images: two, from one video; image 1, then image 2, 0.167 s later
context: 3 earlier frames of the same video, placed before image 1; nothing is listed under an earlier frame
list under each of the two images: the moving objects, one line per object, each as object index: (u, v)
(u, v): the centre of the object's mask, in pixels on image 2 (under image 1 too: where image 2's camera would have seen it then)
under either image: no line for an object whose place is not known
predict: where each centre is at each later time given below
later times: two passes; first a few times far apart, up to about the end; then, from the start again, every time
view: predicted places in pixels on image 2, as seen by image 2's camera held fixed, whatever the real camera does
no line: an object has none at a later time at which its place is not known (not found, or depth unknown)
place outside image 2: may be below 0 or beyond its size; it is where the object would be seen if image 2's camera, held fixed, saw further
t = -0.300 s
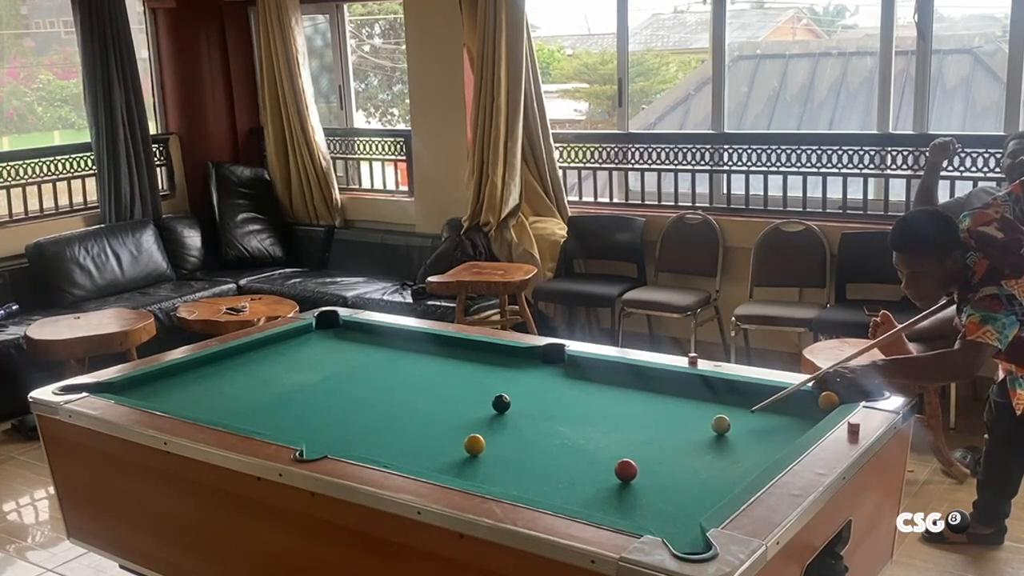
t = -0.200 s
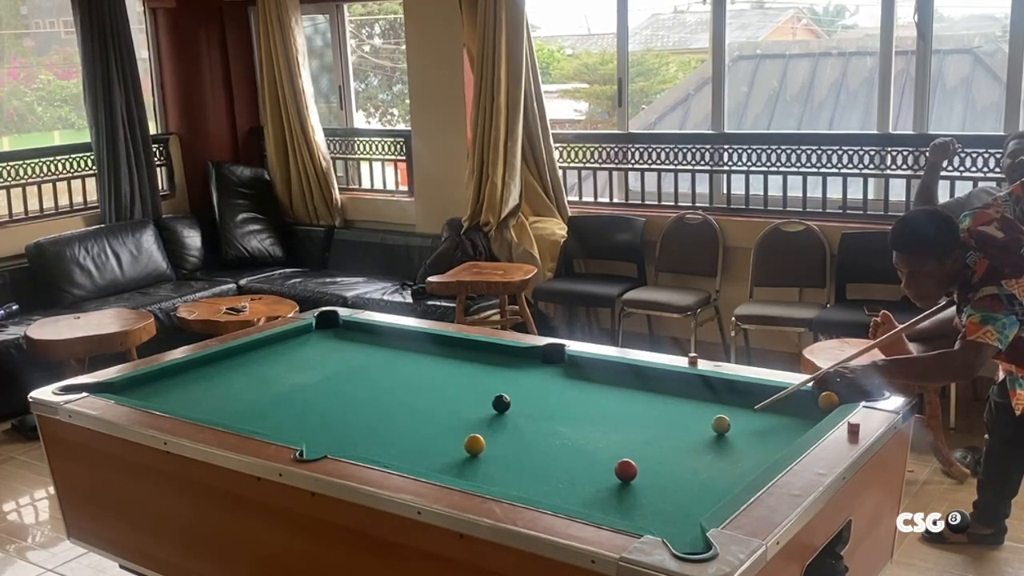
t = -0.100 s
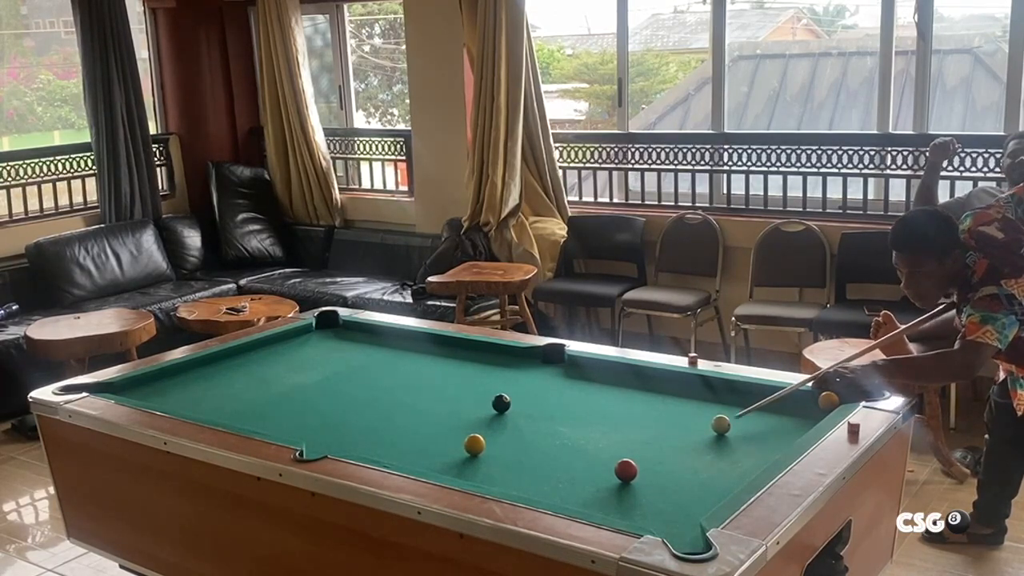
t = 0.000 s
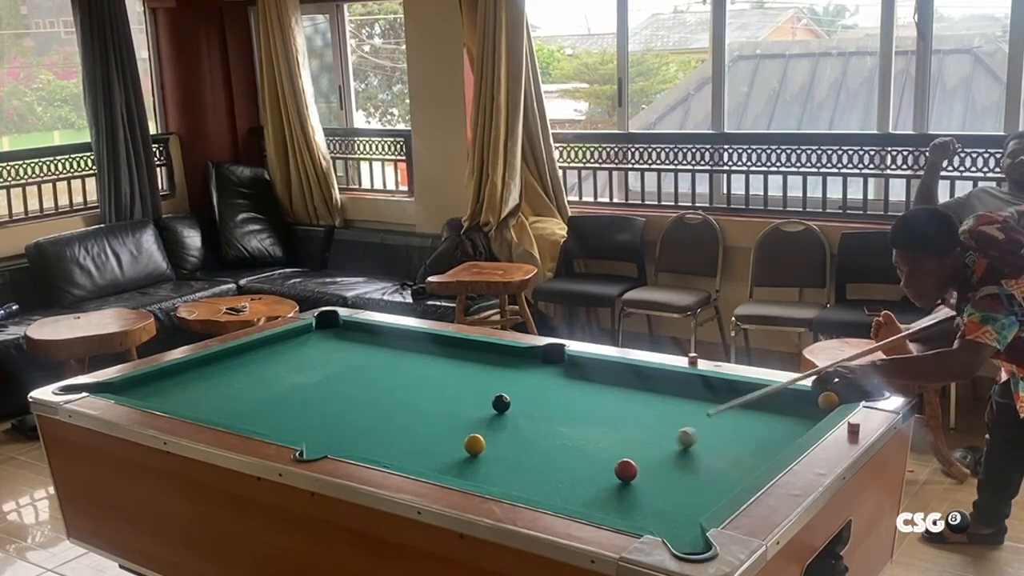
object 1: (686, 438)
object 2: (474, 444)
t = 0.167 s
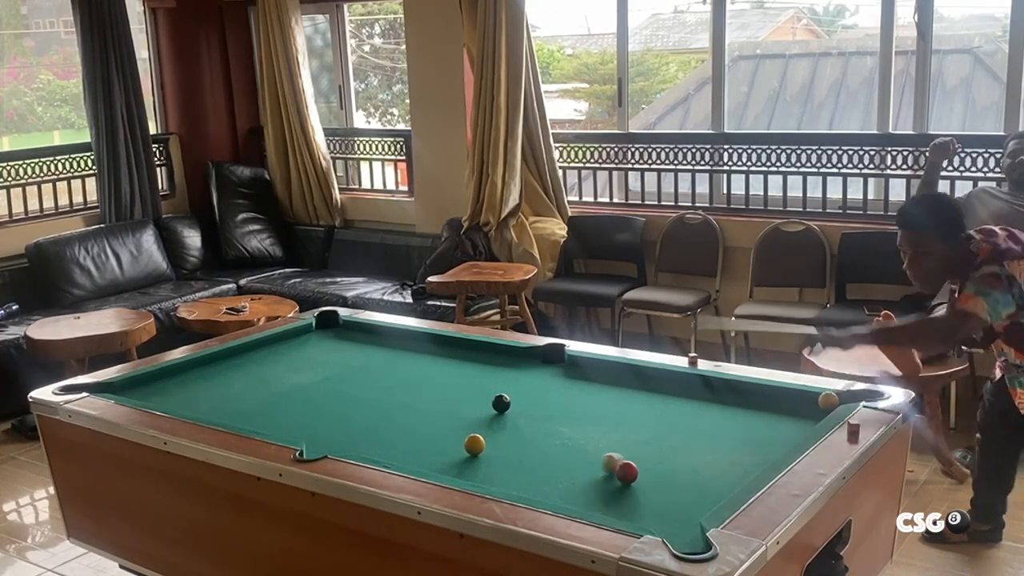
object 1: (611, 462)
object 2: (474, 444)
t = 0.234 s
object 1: (578, 467)
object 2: (474, 444)
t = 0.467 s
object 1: (465, 477)
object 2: (474, 444)
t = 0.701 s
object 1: (456, 451)
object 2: (475, 444)
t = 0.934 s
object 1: (431, 429)
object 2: (487, 441)
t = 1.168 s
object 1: (409, 410)
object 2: (496, 438)
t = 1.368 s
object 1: (393, 397)
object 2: (503, 436)
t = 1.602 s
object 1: (376, 383)
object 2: (508, 435)
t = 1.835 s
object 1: (361, 371)
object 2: (510, 434)
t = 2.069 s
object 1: (348, 360)
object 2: (510, 434)
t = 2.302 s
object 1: (337, 350)
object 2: (510, 434)
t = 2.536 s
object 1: (328, 342)
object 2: (510, 434)
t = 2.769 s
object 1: (320, 335)
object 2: (510, 434)
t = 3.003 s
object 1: (314, 328)
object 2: (510, 434)
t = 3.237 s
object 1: (332, 328)
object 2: (510, 434)
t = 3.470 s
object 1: (349, 327)
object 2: (510, 434)
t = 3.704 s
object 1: (354, 329)
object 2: (510, 434)
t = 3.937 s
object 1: (356, 331)
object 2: (510, 434)
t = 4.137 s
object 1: (357, 332)
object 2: (510, 434)
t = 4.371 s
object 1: (359, 334)
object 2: (510, 434)
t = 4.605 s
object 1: (360, 335)
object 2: (510, 434)
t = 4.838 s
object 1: (361, 336)
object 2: (510, 434)
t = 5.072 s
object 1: (362, 336)
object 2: (510, 434)
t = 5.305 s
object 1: (362, 336)
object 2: (510, 434)
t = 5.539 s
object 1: (362, 336)
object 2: (510, 434)
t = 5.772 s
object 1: (362, 336)
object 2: (510, 434)
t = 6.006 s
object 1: (362, 336)
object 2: (510, 434)
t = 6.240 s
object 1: (362, 336)
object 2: (510, 434)
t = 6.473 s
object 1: (362, 336)
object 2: (510, 434)
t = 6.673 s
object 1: (361, 336)
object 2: (510, 434)
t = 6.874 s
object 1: (361, 336)
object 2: (510, 434)
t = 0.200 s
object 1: (595, 465)
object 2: (474, 444)
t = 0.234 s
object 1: (578, 467)
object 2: (474, 444)
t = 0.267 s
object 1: (562, 470)
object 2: (474, 444)
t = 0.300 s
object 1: (546, 471)
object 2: (474, 444)
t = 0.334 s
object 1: (528, 474)
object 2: (474, 444)
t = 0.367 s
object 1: (511, 476)
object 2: (474, 444)
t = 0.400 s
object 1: (495, 477)
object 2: (474, 444)
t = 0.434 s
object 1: (478, 477)
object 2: (474, 444)
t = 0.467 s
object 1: (465, 477)
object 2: (474, 444)
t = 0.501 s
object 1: (464, 474)
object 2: (474, 444)
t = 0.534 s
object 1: (463, 471)
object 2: (474, 444)
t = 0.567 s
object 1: (462, 468)
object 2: (474, 444)
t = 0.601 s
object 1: (460, 464)
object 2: (474, 444)
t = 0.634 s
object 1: (459, 459)
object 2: (475, 444)
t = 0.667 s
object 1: (457, 455)
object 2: (474, 444)
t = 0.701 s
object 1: (456, 451)
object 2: (475, 444)
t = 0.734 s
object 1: (452, 447)
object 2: (476, 444)
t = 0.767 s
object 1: (448, 444)
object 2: (478, 443)
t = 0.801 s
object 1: (445, 441)
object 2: (480, 443)
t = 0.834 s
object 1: (441, 438)
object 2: (482, 442)
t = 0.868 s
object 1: (438, 434)
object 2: (483, 442)
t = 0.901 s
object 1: (434, 432)
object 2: (485, 441)
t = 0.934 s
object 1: (431, 429)
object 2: (487, 441)
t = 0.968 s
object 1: (428, 426)
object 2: (488, 440)
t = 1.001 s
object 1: (425, 423)
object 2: (490, 440)
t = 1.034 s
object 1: (422, 420)
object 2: (491, 440)
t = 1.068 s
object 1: (418, 418)
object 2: (493, 439)
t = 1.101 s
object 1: (415, 415)
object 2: (494, 439)
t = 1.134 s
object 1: (412, 413)
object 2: (495, 438)
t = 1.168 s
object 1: (409, 410)
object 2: (496, 438)
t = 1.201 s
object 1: (406, 408)
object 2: (498, 438)
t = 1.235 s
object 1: (404, 406)
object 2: (499, 437)
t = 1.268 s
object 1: (401, 403)
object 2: (500, 437)
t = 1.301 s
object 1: (398, 401)
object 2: (501, 437)
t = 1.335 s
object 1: (395, 399)
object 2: (502, 436)
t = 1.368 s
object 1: (393, 397)
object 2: (503, 436)
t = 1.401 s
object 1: (391, 395)
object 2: (503, 436)
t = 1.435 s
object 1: (388, 392)
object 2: (504, 436)
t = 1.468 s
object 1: (386, 390)
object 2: (505, 435)
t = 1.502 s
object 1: (383, 388)
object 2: (506, 435)
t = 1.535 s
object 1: (380, 387)
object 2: (506, 435)
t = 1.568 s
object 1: (378, 384)
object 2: (507, 435)
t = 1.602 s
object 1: (376, 383)
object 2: (508, 435)
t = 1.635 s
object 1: (373, 381)
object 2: (508, 434)
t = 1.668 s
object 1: (372, 379)
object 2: (509, 434)
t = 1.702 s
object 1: (369, 377)
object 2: (509, 434)
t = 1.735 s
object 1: (367, 375)
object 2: (509, 434)
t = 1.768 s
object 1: (365, 374)
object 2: (509, 434)
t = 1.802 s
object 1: (363, 372)
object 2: (510, 434)
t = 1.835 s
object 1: (361, 371)
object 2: (510, 434)
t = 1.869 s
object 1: (359, 369)
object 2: (510, 434)
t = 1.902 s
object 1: (358, 367)
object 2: (510, 434)
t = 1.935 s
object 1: (355, 366)
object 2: (510, 434)
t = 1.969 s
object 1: (354, 364)
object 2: (510, 434)
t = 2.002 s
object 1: (352, 363)
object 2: (510, 434)
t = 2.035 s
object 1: (350, 361)
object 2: (510, 434)
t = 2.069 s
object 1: (348, 360)
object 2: (510, 434)
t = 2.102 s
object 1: (347, 359)
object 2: (510, 434)
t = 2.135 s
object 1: (345, 357)
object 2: (510, 434)
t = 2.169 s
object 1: (343, 355)
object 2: (510, 434)
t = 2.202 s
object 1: (342, 354)
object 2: (510, 434)
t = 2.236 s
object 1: (340, 353)
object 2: (510, 434)
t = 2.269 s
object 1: (338, 352)
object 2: (510, 434)
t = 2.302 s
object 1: (337, 350)
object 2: (510, 434)
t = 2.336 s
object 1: (336, 349)
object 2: (510, 434)
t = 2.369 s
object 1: (334, 348)
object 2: (510, 434)
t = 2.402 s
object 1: (333, 346)
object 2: (510, 434)
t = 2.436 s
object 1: (331, 345)
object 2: (510, 434)
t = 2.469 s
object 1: (330, 344)
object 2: (510, 434)
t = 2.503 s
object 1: (329, 343)
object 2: (510, 434)
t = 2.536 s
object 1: (328, 342)
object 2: (510, 434)
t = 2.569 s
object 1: (327, 341)
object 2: (510, 434)
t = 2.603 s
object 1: (325, 340)
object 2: (510, 434)
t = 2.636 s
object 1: (324, 339)
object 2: (510, 434)
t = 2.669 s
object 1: (323, 338)
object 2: (510, 434)
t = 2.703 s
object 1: (321, 337)
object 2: (510, 434)
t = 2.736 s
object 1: (321, 336)
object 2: (510, 434)
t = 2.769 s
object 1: (320, 335)
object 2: (510, 434)
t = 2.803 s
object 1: (319, 334)
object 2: (510, 434)
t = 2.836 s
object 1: (317, 332)
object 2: (510, 434)
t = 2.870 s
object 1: (316, 331)
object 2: (510, 434)
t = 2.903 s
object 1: (315, 331)
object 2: (510, 434)
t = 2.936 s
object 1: (315, 330)
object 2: (510, 434)
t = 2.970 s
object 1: (314, 329)
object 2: (510, 434)
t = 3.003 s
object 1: (314, 328)
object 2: (510, 434)
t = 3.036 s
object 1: (317, 328)
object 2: (510, 434)
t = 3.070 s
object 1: (319, 328)
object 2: (510, 434)
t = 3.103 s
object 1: (321, 328)
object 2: (510, 434)
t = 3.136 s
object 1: (324, 328)
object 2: (510, 434)
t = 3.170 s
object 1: (327, 328)
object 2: (510, 434)
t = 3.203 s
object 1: (329, 328)
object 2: (510, 434)
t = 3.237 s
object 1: (332, 328)
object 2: (510, 434)
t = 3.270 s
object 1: (335, 328)
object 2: (510, 434)
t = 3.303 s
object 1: (337, 327)
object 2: (510, 434)
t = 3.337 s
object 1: (339, 327)
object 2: (510, 434)
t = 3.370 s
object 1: (342, 327)
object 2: (510, 434)
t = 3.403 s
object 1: (344, 327)
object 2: (510, 434)
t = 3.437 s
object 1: (347, 327)
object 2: (510, 434)
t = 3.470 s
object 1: (349, 327)
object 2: (510, 434)
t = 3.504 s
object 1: (351, 327)
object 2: (510, 434)
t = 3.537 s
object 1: (352, 328)
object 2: (510, 434)
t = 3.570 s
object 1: (352, 328)
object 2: (510, 434)
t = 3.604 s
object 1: (353, 328)
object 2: (510, 434)
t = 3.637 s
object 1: (353, 329)
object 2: (510, 434)
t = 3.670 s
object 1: (354, 329)
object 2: (510, 434)
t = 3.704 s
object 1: (354, 329)
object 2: (510, 434)
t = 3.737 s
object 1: (354, 329)
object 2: (510, 434)
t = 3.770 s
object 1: (354, 330)
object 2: (510, 434)
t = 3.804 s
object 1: (355, 330)
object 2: (510, 434)
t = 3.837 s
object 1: (355, 330)
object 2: (510, 434)
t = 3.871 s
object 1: (355, 330)
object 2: (510, 434)
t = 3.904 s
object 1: (356, 331)
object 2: (510, 434)
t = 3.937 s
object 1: (356, 331)
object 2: (510, 434)
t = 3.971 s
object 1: (356, 331)
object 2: (510, 434)
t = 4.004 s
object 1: (356, 331)
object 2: (510, 434)
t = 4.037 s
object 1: (357, 332)
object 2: (510, 434)
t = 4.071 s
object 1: (357, 332)
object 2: (510, 434)
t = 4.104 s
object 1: (357, 332)
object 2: (510, 434)
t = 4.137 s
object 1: (357, 332)
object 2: (510, 434)
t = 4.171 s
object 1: (358, 333)
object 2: (510, 434)
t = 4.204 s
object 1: (358, 333)
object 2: (510, 434)
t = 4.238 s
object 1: (358, 333)
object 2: (510, 434)
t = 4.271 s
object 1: (358, 333)
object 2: (510, 434)
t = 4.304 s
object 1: (359, 334)
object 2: (510, 434)
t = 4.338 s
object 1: (359, 334)
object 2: (510, 434)
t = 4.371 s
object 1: (359, 334)
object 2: (510, 434)
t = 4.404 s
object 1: (359, 334)
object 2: (510, 434)
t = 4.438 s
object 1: (360, 334)
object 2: (510, 434)
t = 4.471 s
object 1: (360, 334)
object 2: (510, 434)
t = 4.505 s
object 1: (360, 335)
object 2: (510, 434)
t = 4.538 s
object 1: (360, 335)
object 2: (510, 434)
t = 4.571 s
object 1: (360, 335)
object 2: (510, 434)
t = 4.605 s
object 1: (360, 335)
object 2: (510, 434)
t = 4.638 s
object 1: (361, 335)
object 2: (510, 434)
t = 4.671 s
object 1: (361, 335)
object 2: (510, 434)
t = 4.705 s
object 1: (361, 335)
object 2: (510, 434)
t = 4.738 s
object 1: (361, 336)
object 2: (510, 434)
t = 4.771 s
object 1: (361, 336)
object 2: (510, 434)
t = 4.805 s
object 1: (361, 336)
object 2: (510, 434)
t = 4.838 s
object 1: (361, 336)
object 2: (510, 434)
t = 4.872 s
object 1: (362, 336)
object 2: (510, 434)
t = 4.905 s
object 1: (362, 336)
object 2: (510, 434)
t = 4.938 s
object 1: (362, 336)
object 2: (510, 434)
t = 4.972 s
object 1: (362, 336)
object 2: (510, 434)
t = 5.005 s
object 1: (362, 336)
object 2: (510, 434)
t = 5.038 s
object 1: (362, 336)
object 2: (510, 434)
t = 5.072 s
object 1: (362, 336)
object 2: (510, 434)
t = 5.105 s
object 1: (362, 336)
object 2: (510, 434)
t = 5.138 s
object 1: (362, 336)
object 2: (510, 434)
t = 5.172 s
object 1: (362, 336)
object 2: (510, 434)
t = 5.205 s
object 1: (362, 336)
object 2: (510, 434)
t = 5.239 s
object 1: (362, 336)
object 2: (510, 434)
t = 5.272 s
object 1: (362, 336)
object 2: (510, 434)
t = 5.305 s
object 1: (362, 336)
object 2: (510, 434)
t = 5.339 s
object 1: (362, 336)
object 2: (510, 434)
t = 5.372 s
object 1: (362, 336)
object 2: (510, 434)
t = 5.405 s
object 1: (362, 336)
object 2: (510, 434)
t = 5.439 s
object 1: (362, 336)
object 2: (510, 434)
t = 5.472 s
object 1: (362, 336)
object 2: (510, 434)
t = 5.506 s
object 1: (362, 336)
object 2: (510, 434)
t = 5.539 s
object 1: (362, 336)
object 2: (510, 434)
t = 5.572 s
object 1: (362, 336)
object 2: (510, 434)
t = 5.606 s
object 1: (362, 336)
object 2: (510, 434)
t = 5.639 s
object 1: (362, 336)
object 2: (510, 434)
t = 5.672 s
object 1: (362, 336)
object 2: (510, 434)
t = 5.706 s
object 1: (362, 336)
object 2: (510, 434)
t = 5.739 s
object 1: (362, 336)
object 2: (510, 434)
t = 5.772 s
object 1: (362, 336)
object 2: (510, 434)
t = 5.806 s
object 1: (362, 336)
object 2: (510, 434)
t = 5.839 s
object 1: (362, 336)
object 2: (510, 434)
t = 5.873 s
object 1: (362, 336)
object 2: (510, 434)
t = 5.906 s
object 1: (361, 336)
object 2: (510, 434)
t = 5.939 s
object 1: (362, 336)
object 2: (510, 434)
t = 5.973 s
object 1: (362, 336)
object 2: (510, 434)
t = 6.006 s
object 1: (362, 336)
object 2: (510, 434)
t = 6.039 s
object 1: (362, 336)
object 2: (510, 434)
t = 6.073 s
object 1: (362, 336)
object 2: (510, 434)
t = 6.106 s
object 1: (362, 336)
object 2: (510, 434)
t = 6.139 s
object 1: (362, 336)
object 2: (510, 434)
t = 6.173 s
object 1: (362, 336)
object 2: (510, 434)
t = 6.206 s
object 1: (362, 336)
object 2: (510, 434)
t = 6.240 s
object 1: (362, 336)
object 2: (510, 434)
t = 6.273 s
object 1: (362, 336)
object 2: (510, 434)
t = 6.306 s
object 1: (362, 336)
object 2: (510, 434)
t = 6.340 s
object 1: (362, 336)
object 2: (510, 434)
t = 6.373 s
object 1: (362, 336)
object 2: (510, 434)
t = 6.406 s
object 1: (362, 336)
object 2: (510, 434)
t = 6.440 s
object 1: (362, 336)
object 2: (510, 434)
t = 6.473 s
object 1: (362, 336)
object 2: (510, 434)
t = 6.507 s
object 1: (362, 336)
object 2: (510, 434)
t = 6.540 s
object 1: (362, 336)
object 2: (510, 434)
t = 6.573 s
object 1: (362, 336)
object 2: (510, 434)
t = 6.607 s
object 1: (362, 336)
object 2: (510, 434)
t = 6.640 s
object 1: (362, 336)
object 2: (510, 434)
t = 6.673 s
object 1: (361, 336)
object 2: (510, 434)
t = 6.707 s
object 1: (361, 336)
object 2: (510, 434)
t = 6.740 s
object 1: (361, 336)
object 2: (510, 434)
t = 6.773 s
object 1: (361, 336)
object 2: (510, 434)
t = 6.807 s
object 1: (361, 336)
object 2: (510, 434)
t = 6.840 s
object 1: (362, 336)
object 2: (510, 434)
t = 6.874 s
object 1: (361, 336)
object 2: (510, 434)
